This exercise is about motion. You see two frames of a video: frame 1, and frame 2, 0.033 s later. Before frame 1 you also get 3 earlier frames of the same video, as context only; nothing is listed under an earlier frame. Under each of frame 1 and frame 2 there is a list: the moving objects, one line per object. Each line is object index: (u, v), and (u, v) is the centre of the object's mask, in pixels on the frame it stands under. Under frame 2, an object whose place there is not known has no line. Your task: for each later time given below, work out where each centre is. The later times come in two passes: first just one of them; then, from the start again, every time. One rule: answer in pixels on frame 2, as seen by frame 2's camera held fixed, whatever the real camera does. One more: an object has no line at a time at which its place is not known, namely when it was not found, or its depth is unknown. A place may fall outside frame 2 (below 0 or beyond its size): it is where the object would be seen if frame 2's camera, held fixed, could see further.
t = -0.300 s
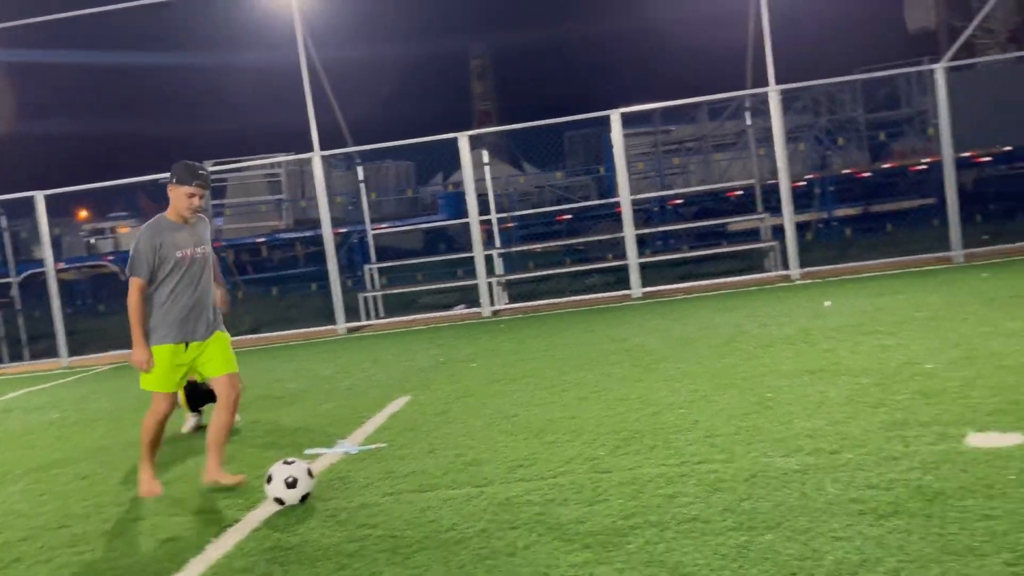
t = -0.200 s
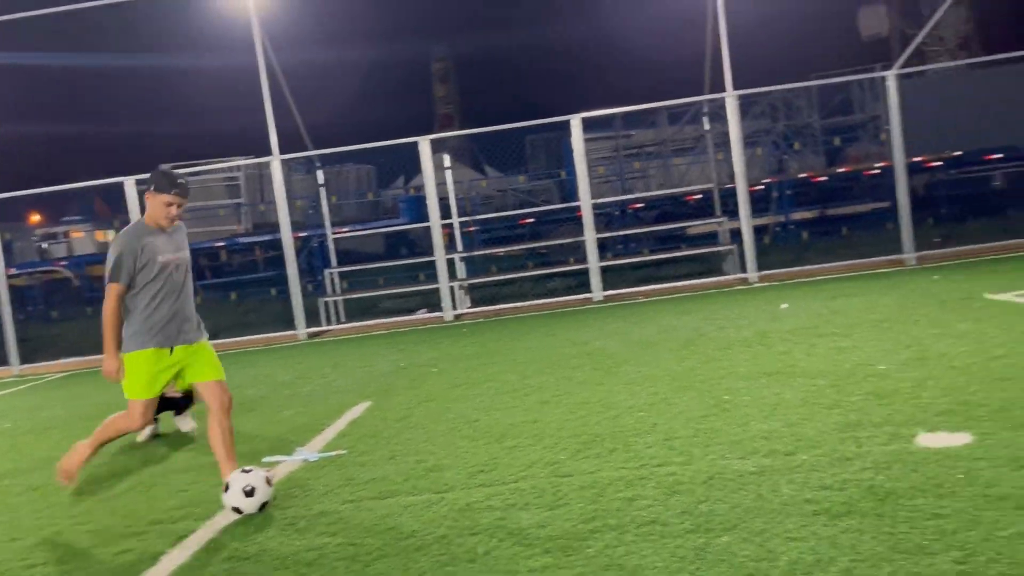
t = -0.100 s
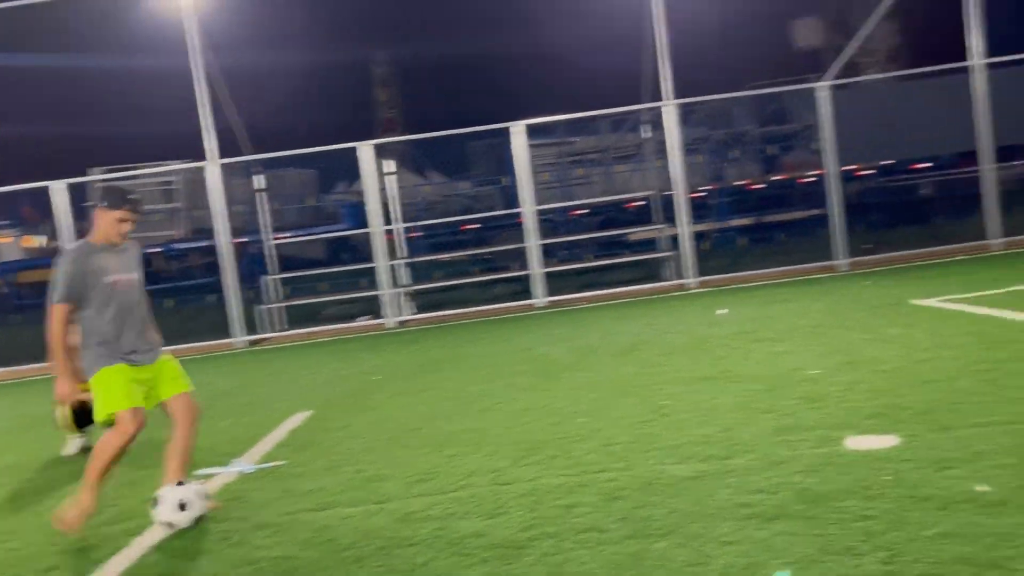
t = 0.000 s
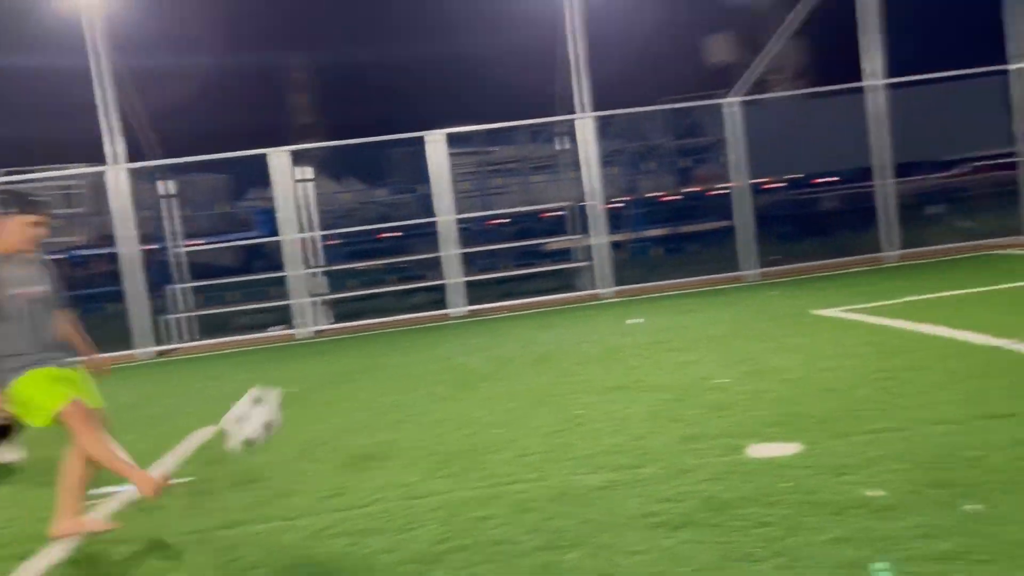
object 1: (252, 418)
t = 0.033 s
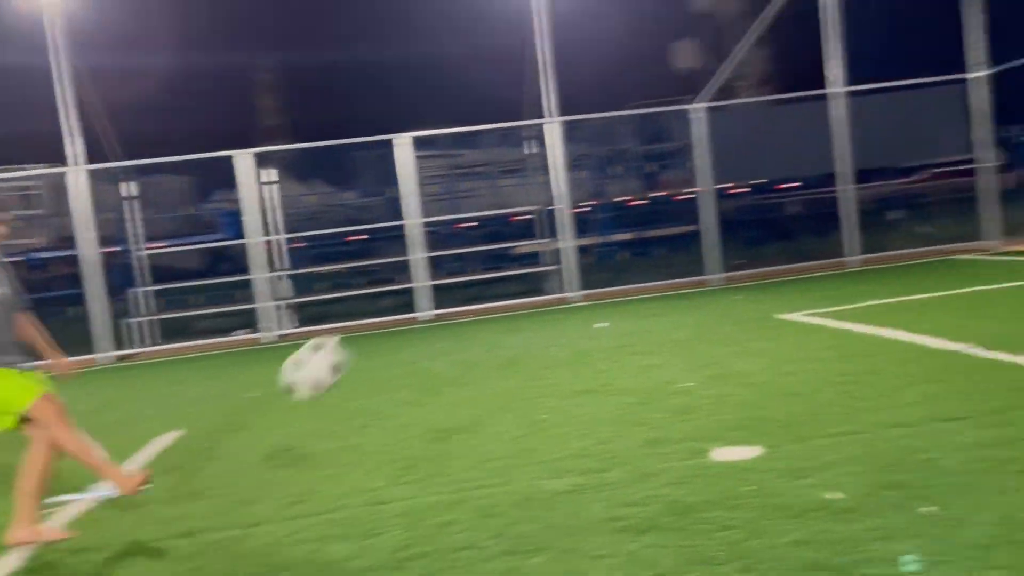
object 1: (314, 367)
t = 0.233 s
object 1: (852, 101)
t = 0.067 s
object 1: (411, 315)
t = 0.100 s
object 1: (502, 266)
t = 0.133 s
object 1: (593, 220)
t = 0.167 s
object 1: (681, 178)
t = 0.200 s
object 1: (767, 138)
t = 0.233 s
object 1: (852, 101)
